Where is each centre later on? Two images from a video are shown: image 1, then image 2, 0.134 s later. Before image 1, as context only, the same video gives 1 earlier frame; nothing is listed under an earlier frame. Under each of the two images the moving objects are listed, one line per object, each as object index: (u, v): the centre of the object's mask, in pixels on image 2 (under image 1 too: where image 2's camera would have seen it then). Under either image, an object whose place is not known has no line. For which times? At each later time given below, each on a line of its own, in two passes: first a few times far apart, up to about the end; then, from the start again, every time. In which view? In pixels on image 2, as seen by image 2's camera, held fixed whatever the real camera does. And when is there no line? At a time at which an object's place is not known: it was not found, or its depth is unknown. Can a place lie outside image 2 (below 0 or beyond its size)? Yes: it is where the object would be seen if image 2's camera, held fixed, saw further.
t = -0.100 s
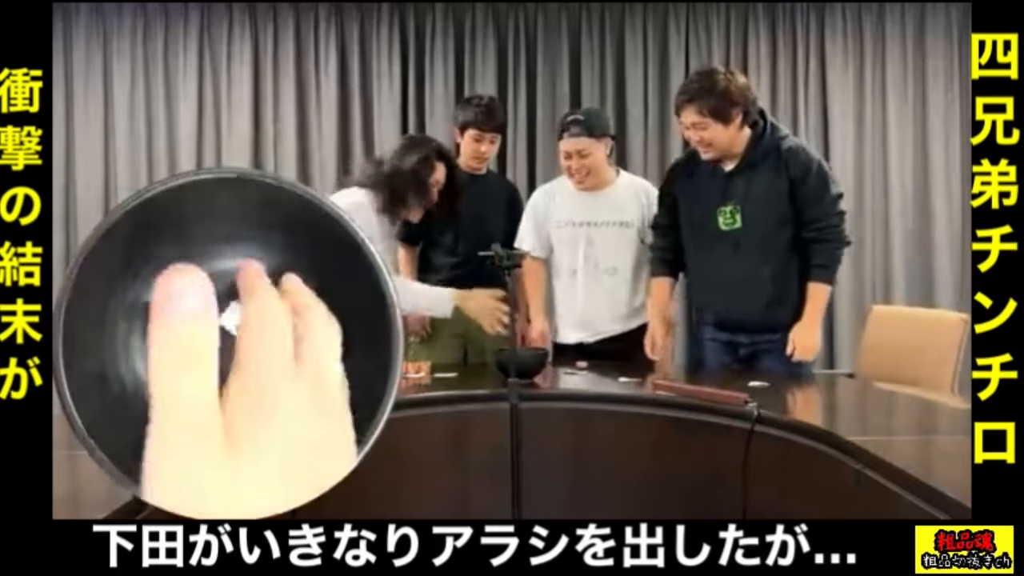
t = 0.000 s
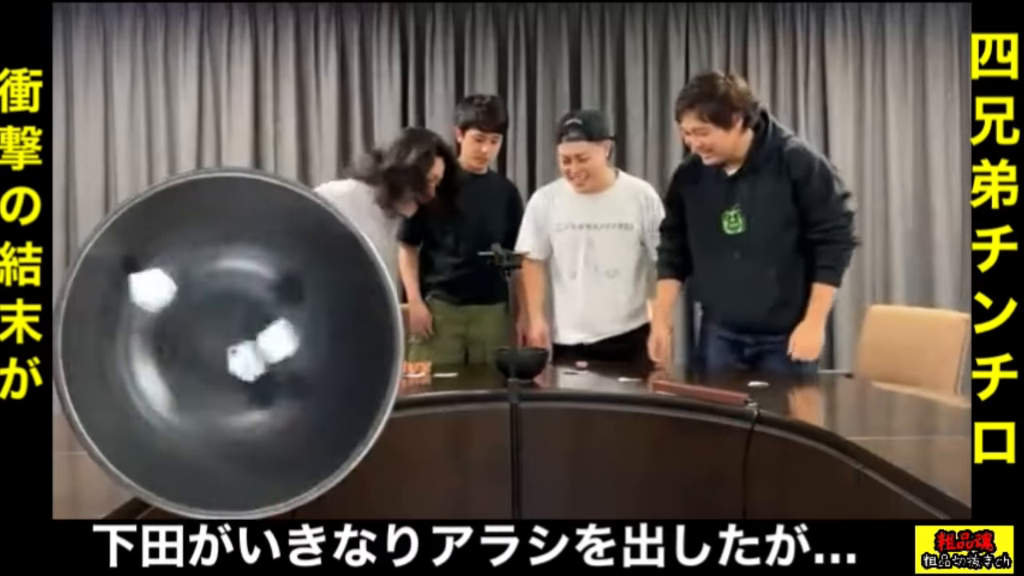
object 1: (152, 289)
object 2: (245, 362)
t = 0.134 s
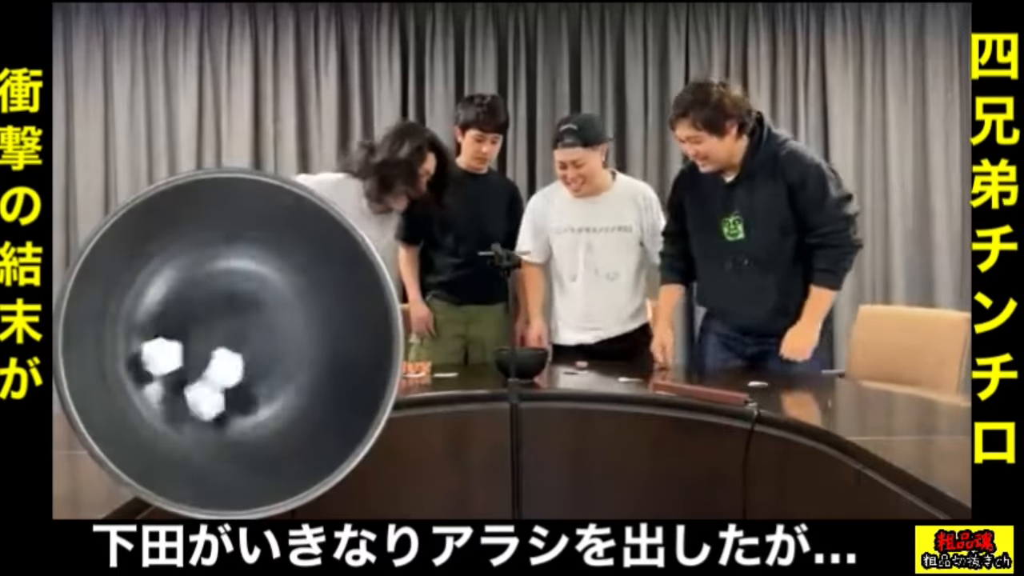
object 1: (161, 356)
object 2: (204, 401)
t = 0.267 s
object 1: (167, 356)
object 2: (260, 405)
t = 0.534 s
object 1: (246, 298)
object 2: (289, 311)
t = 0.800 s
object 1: (217, 291)
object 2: (273, 310)
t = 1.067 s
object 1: (219, 303)
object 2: (273, 311)
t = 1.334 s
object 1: (219, 302)
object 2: (273, 310)
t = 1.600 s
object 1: (219, 303)
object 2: (273, 310)
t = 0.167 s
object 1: (145, 358)
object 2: (212, 423)
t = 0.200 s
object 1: (135, 359)
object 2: (225, 423)
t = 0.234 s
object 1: (146, 359)
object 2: (247, 416)
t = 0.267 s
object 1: (167, 356)
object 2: (260, 405)
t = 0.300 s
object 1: (190, 352)
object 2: (273, 389)
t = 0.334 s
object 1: (211, 347)
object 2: (282, 372)
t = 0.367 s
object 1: (231, 339)
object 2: (286, 356)
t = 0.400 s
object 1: (246, 332)
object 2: (287, 333)
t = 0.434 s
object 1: (253, 322)
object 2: (293, 322)
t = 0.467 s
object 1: (256, 313)
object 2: (295, 317)
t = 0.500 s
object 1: (255, 303)
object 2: (291, 312)
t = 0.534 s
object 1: (246, 298)
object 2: (289, 311)
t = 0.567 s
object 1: (238, 293)
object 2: (286, 308)
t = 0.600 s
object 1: (232, 290)
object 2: (287, 304)
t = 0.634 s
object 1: (227, 286)
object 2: (286, 304)
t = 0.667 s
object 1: (220, 280)
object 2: (284, 307)
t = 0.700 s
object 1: (218, 277)
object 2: (280, 308)
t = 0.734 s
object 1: (215, 280)
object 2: (276, 310)
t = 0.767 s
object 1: (214, 284)
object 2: (274, 310)
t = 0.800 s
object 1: (217, 291)
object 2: (273, 310)
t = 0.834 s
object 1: (216, 296)
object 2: (273, 311)
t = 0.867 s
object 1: (217, 300)
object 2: (273, 311)
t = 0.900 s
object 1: (218, 301)
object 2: (273, 311)
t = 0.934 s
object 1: (219, 303)
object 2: (273, 310)
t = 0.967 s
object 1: (219, 303)
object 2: (273, 310)
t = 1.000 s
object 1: (219, 303)
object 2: (273, 310)
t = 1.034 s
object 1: (219, 303)
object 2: (273, 310)
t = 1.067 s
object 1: (219, 303)
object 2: (273, 311)
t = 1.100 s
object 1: (219, 303)
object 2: (273, 311)
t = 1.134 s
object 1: (219, 303)
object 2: (273, 310)
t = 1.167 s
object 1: (219, 303)
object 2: (273, 310)
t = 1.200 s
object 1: (219, 302)
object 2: (273, 310)
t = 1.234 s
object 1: (219, 302)
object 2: (273, 310)
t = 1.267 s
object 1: (219, 302)
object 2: (273, 310)
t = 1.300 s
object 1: (219, 302)
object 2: (273, 310)
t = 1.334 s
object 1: (219, 302)
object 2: (273, 310)
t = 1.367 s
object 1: (219, 302)
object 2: (273, 310)
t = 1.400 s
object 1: (219, 302)
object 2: (273, 310)
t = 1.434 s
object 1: (219, 302)
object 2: (273, 310)
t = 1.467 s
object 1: (219, 302)
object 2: (273, 310)
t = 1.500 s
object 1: (219, 302)
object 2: (273, 310)
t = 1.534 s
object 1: (219, 302)
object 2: (273, 310)
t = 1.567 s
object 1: (219, 303)
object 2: (273, 310)
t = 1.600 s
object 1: (219, 303)
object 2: (273, 310)
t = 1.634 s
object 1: (219, 303)
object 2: (273, 310)
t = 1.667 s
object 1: (219, 303)
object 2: (273, 310)
